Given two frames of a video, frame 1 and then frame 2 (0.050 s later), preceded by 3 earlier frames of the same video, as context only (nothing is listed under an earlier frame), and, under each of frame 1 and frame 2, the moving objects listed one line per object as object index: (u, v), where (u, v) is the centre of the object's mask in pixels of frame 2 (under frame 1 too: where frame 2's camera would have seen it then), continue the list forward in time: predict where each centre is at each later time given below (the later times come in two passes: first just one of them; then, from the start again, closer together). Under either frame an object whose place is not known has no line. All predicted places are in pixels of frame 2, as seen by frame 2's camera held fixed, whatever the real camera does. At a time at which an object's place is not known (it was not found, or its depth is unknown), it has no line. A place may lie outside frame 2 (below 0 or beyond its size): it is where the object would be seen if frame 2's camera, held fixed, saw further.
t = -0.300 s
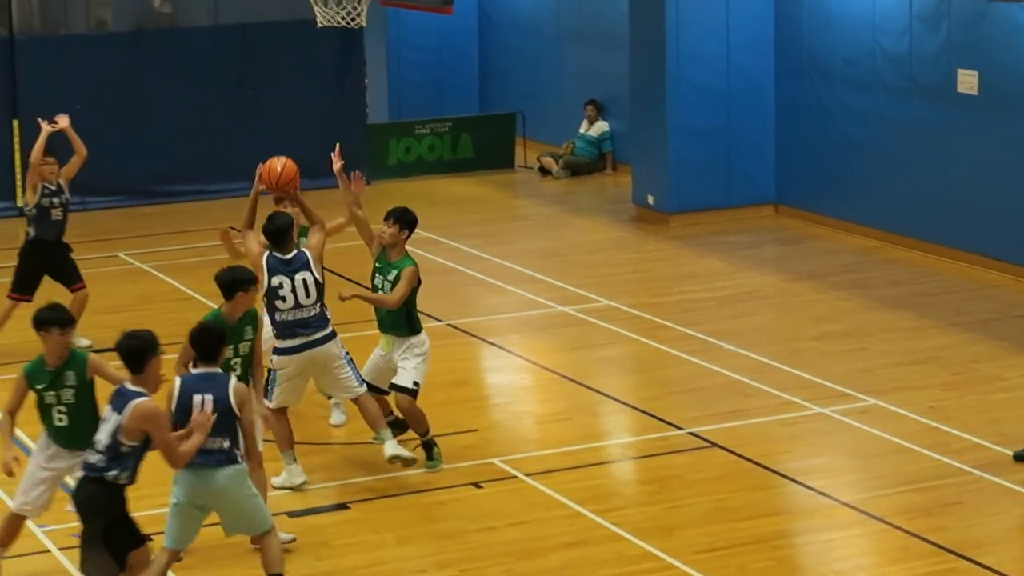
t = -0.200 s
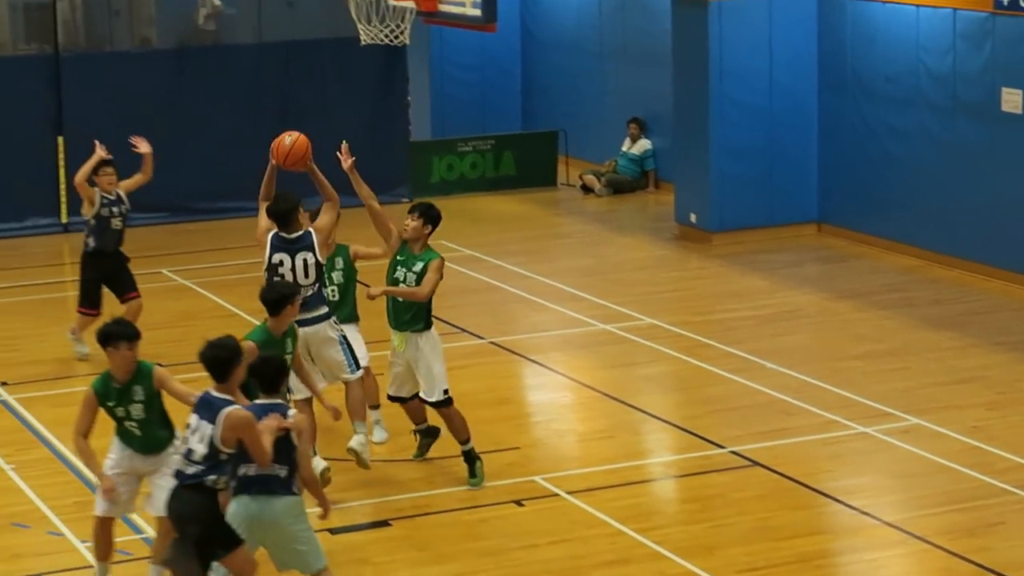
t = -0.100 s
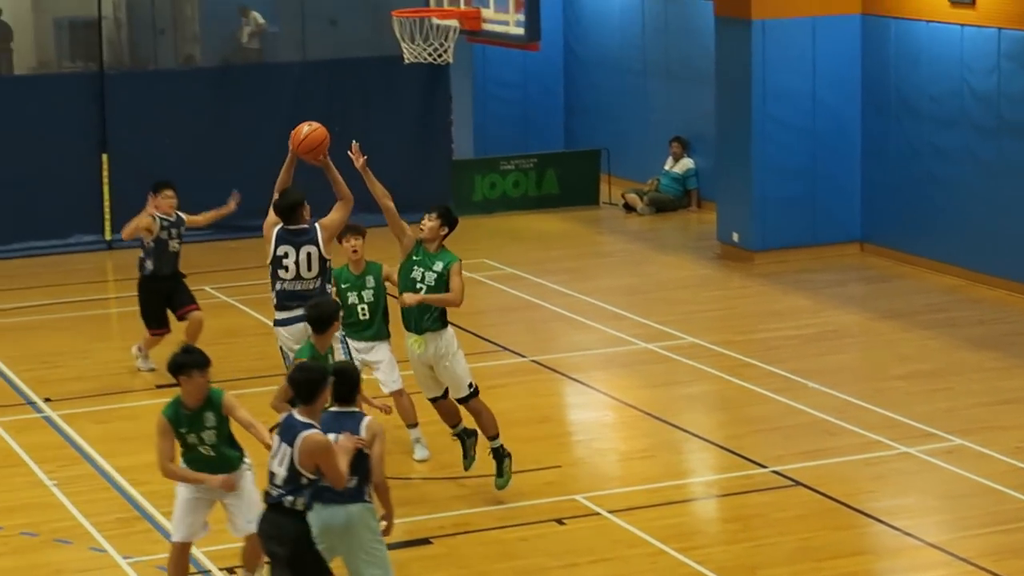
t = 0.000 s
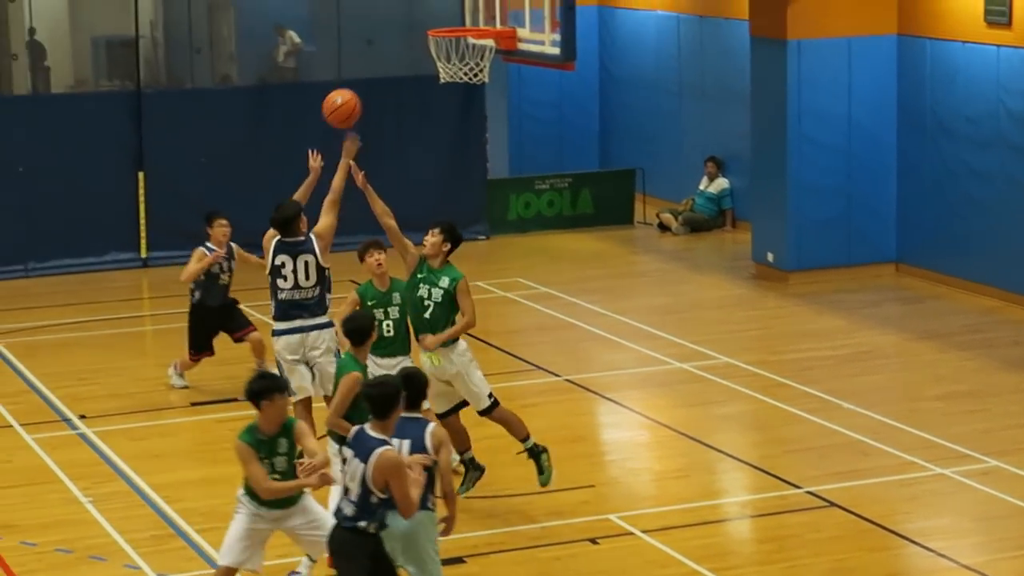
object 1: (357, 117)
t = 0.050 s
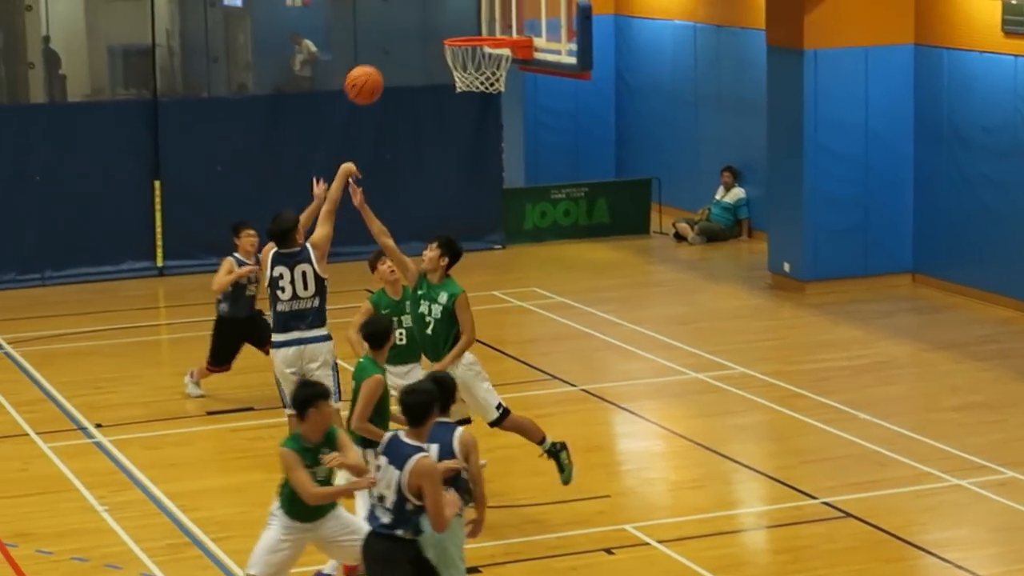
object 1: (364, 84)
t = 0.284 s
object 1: (392, -15)
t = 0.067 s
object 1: (366, 74)
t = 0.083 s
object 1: (368, 64)
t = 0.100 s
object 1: (370, 55)
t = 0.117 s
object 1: (372, 47)
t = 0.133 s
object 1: (374, 39)
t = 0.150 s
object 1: (376, 31)
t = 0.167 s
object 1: (378, 24)
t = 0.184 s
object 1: (381, 16)
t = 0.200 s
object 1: (382, 10)
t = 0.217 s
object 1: (384, 4)
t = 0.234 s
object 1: (387, -1)
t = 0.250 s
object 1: (389, -6)
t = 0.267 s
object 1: (391, -11)
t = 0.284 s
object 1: (392, -15)
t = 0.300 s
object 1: (394, -18)
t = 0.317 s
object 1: (397, -22)
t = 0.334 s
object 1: (398, -24)
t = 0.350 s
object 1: (396, -28)
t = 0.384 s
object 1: (404, -32)
